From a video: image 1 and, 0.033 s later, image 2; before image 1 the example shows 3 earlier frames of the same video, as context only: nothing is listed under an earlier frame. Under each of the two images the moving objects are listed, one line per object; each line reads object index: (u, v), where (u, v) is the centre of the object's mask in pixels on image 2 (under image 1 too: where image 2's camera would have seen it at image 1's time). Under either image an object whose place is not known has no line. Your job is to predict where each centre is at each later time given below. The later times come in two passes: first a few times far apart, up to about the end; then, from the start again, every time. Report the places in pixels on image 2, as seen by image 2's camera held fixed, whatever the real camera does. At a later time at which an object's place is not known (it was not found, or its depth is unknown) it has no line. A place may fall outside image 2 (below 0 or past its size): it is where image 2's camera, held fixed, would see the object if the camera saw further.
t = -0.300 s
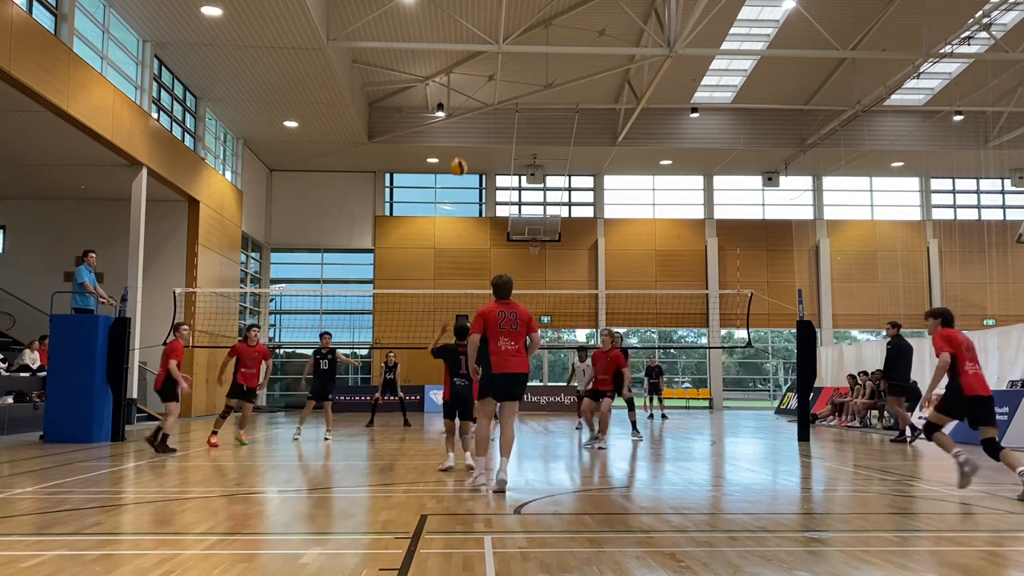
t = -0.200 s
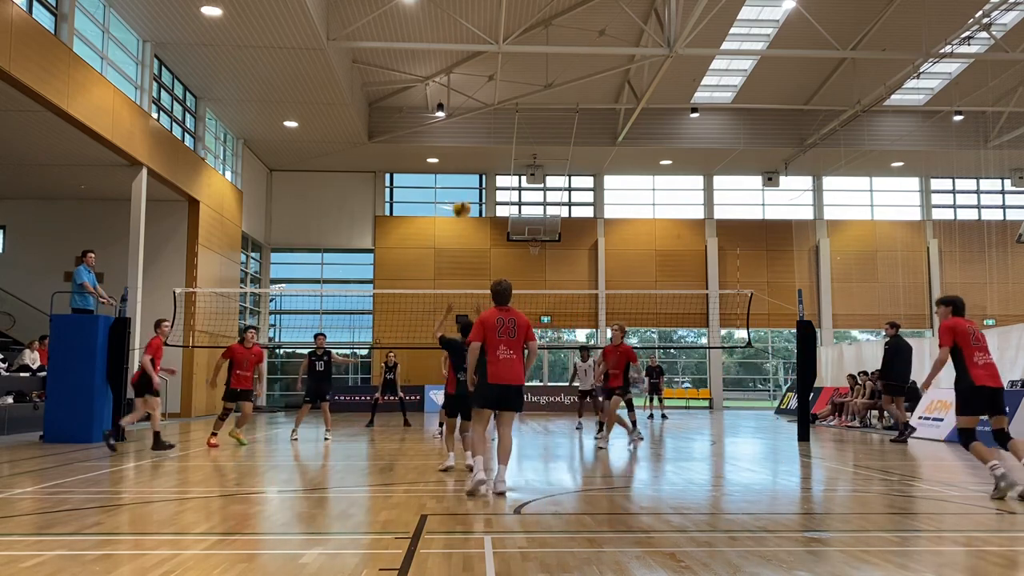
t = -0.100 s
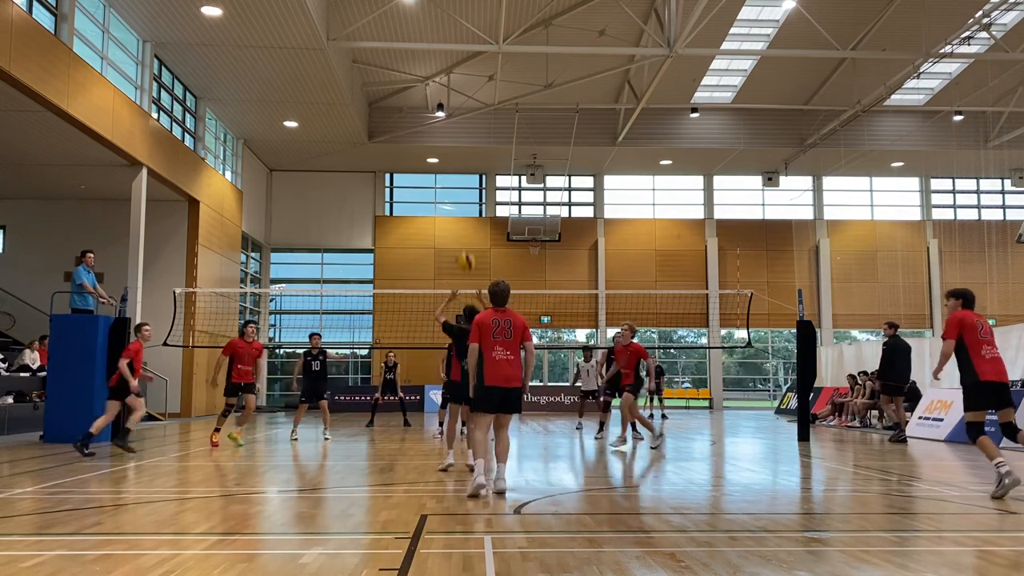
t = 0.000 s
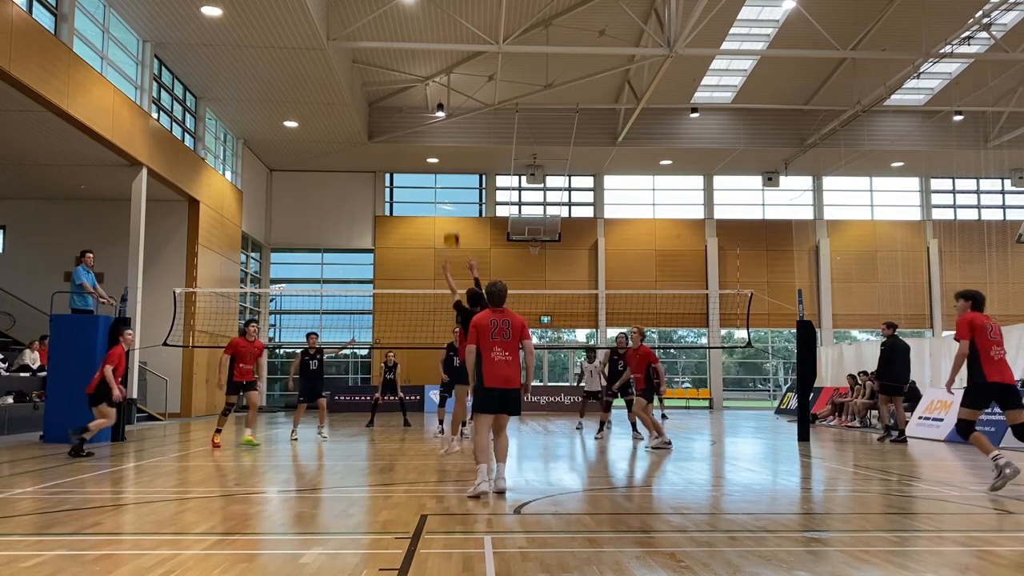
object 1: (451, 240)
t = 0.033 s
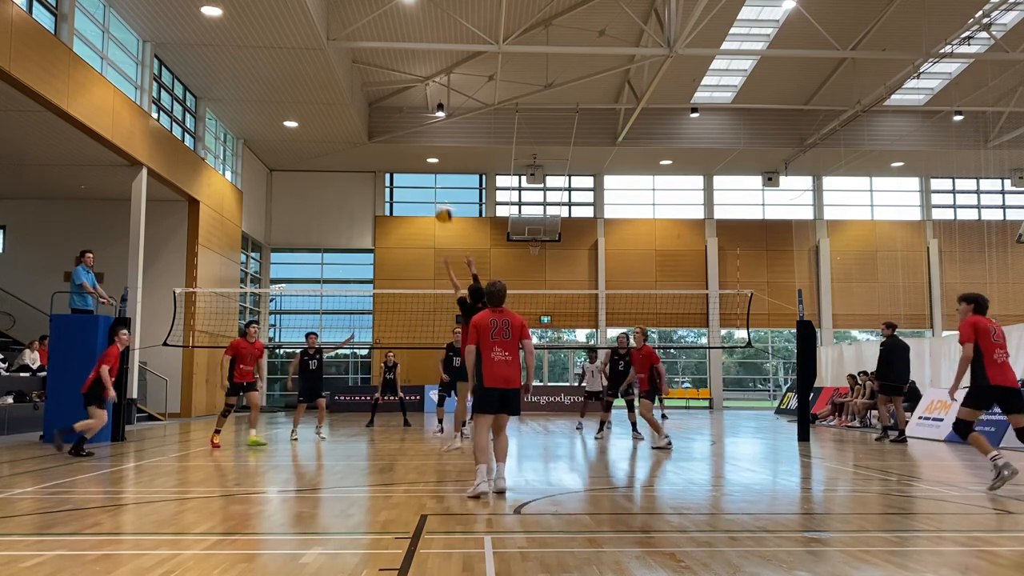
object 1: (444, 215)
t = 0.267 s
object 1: (394, 91)
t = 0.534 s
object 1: (347, 23)
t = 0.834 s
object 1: (301, 14)
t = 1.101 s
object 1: (265, 56)
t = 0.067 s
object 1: (436, 193)
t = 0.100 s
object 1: (429, 172)
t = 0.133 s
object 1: (421, 153)
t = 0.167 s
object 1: (413, 135)
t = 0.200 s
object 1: (406, 119)
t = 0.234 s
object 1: (400, 105)
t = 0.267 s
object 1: (394, 91)
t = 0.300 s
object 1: (387, 78)
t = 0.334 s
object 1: (381, 66)
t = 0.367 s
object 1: (375, 57)
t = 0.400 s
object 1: (369, 48)
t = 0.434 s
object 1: (363, 41)
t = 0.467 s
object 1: (357, 34)
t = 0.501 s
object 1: (352, 28)
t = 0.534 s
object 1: (347, 23)
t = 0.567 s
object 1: (341, 18)
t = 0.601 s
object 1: (335, 15)
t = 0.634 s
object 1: (330, 13)
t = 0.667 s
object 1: (325, 11)
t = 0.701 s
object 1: (320, 10)
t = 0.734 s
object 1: (315, 10)
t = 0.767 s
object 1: (311, 11)
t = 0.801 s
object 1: (305, 12)
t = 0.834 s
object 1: (301, 14)
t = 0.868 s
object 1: (297, 17)
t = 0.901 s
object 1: (292, 21)
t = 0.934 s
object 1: (287, 25)
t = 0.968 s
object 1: (282, 29)
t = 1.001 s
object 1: (278, 34)
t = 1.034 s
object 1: (273, 41)
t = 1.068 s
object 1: (269, 48)
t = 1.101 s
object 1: (265, 56)
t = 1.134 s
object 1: (261, 63)
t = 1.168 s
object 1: (257, 72)
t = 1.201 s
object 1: (252, 82)
